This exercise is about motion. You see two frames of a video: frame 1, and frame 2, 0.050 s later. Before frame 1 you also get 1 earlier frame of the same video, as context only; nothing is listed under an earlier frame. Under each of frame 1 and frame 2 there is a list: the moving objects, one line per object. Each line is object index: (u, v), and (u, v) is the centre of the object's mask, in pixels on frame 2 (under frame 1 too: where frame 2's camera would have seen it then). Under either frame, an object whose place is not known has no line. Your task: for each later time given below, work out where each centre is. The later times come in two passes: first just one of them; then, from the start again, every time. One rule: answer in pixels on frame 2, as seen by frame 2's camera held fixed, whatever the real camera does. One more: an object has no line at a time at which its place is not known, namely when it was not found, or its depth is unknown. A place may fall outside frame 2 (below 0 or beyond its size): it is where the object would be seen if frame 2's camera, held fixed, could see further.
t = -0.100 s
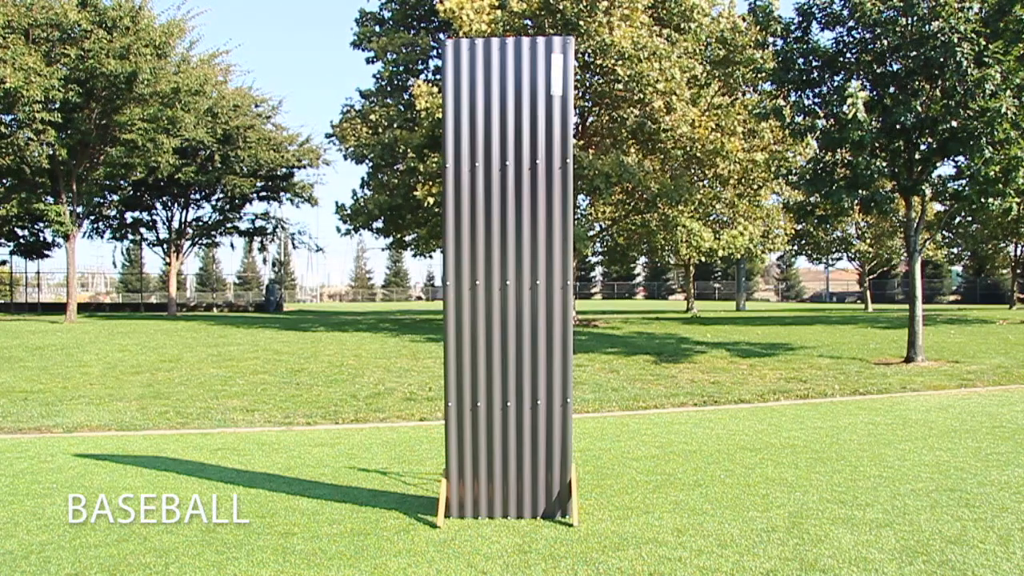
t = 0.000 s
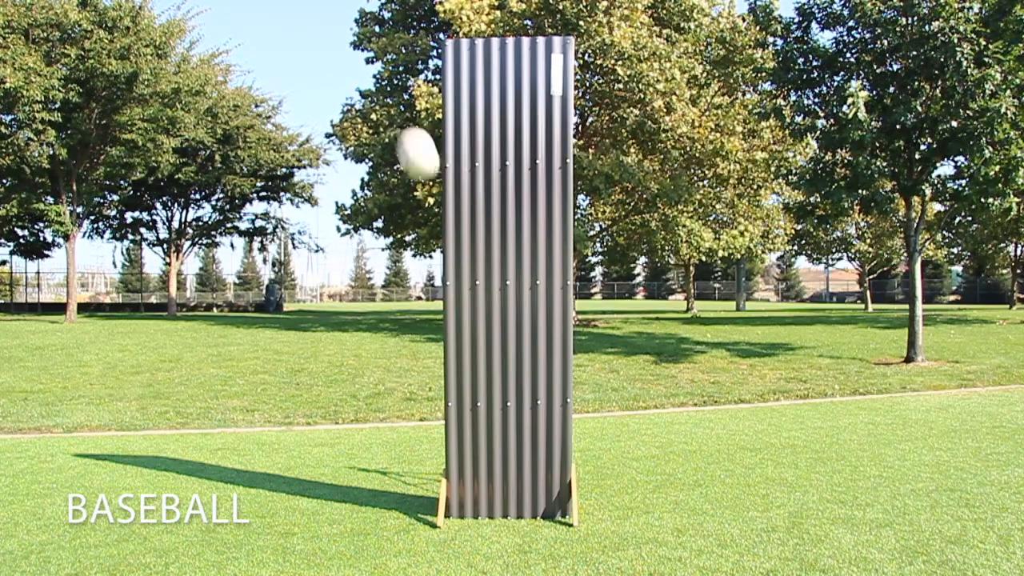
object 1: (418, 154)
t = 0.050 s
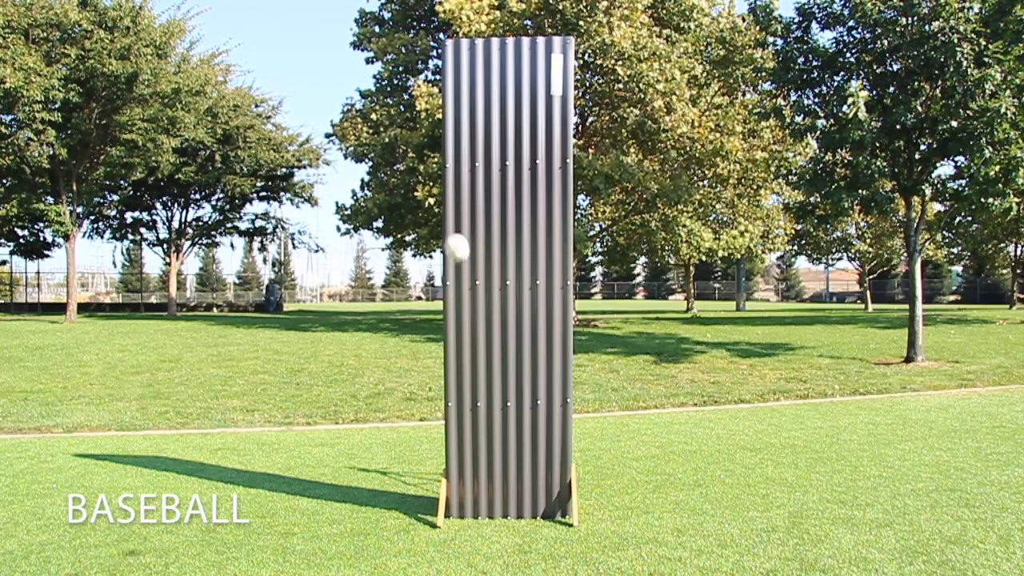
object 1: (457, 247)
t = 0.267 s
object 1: (508, 490)
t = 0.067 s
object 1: (464, 266)
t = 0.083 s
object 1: (469, 282)
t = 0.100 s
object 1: (475, 295)
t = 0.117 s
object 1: (478, 306)
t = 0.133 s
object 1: (481, 316)
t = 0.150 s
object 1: (483, 329)
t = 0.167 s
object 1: (486, 347)
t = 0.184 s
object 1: (489, 365)
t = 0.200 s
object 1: (492, 386)
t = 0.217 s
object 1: (495, 410)
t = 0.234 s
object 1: (498, 434)
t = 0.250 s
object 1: (503, 461)
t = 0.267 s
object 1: (508, 490)
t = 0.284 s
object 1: (512, 523)
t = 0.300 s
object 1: (517, 560)
